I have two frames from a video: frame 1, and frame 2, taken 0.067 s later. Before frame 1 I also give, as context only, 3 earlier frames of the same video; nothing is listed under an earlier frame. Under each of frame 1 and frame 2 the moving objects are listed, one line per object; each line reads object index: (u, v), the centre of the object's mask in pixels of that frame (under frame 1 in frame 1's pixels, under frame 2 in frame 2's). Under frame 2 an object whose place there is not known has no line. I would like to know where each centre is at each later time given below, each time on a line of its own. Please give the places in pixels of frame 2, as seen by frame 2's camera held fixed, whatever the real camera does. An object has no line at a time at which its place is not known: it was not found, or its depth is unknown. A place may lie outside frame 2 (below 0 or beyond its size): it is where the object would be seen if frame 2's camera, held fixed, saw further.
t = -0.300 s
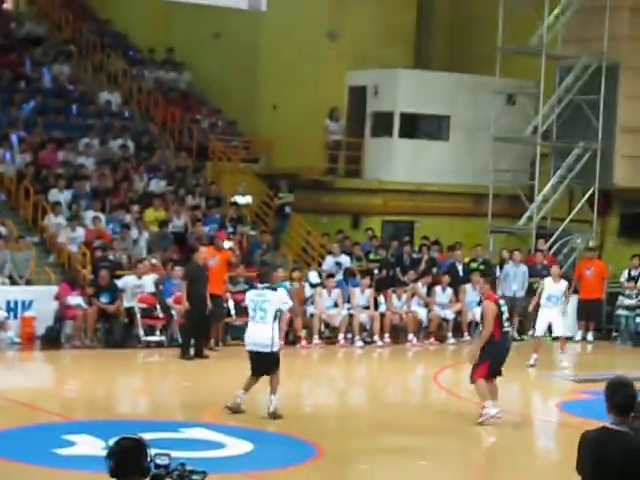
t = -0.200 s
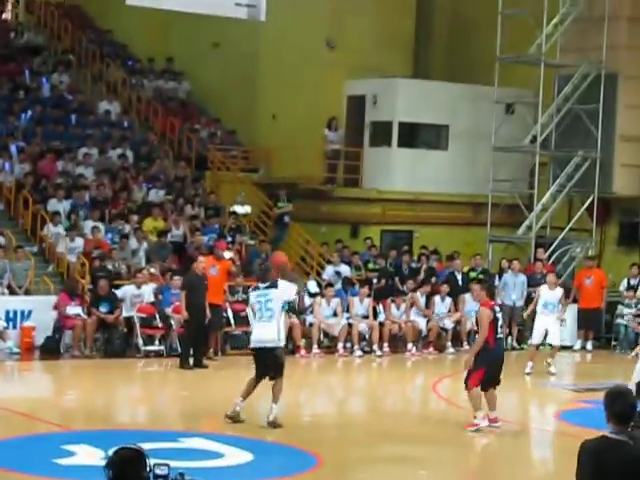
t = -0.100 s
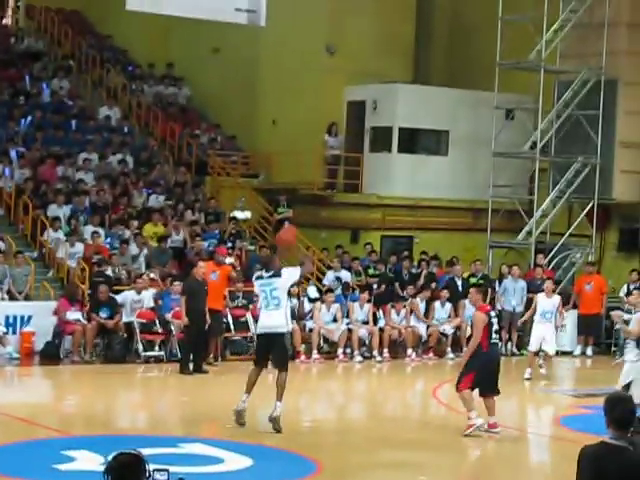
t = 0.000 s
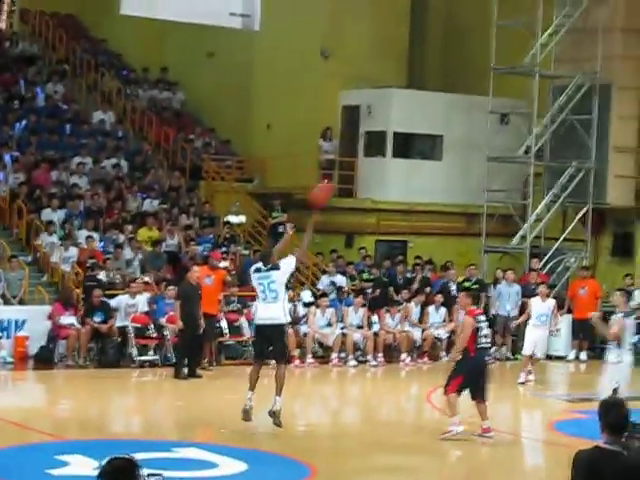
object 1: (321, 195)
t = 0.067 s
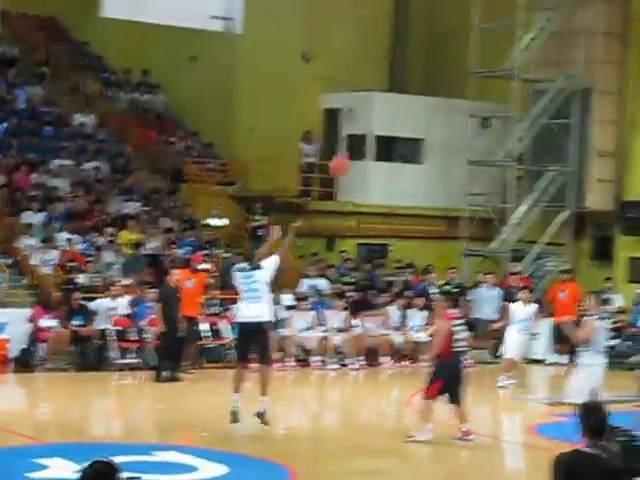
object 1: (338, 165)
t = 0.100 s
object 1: (356, 150)
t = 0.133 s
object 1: (374, 138)
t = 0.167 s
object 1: (392, 124)
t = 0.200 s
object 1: (409, 114)
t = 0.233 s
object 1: (427, 103)
